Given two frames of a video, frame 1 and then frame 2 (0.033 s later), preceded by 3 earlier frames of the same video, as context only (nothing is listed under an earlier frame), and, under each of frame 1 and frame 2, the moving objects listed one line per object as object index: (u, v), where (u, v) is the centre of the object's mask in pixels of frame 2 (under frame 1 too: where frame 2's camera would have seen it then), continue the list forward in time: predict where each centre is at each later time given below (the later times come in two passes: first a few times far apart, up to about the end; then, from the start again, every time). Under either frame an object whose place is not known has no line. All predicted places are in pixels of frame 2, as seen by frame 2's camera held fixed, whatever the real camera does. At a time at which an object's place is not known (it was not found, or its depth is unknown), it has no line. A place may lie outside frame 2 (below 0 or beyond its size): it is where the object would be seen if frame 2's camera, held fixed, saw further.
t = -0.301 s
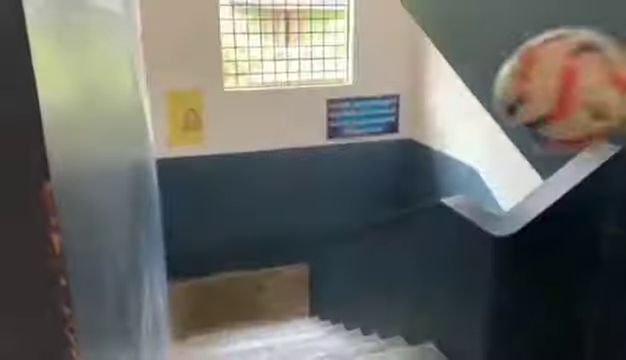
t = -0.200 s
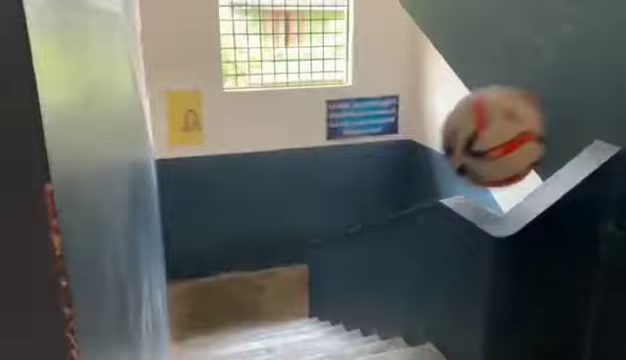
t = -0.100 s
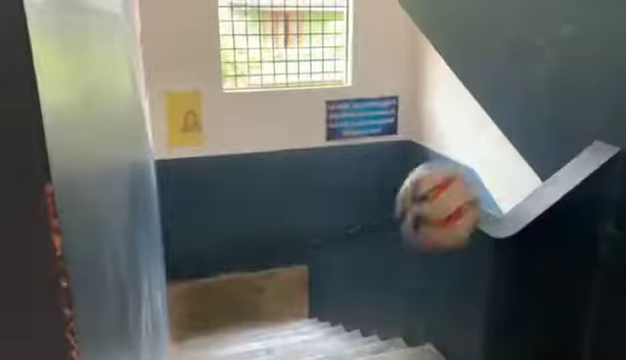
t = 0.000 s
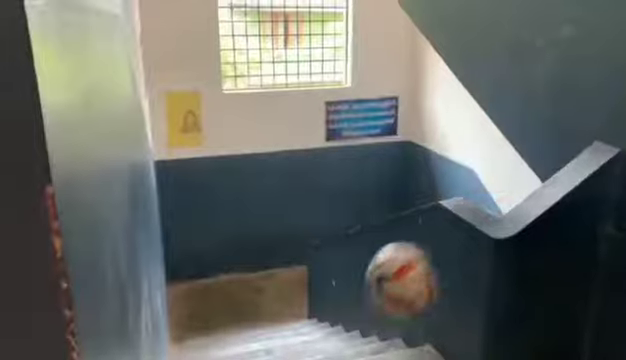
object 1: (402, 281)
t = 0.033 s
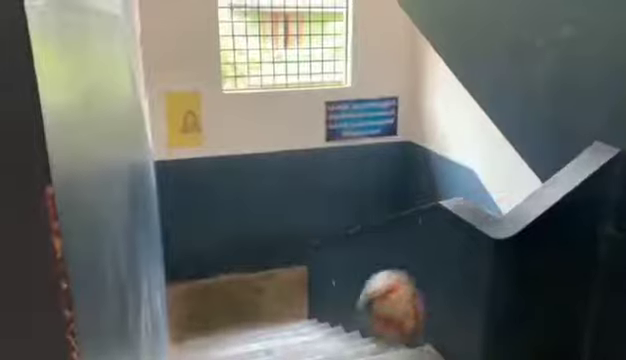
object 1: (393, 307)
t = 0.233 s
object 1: (355, 272)
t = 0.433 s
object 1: (338, 147)
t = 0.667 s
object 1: (317, 125)
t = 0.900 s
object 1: (303, 208)
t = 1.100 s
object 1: (294, 322)
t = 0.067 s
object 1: (381, 330)
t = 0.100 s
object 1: (373, 344)
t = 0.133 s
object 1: (368, 349)
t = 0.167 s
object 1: (362, 331)
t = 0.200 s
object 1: (358, 301)
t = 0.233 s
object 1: (355, 272)
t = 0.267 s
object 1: (352, 244)
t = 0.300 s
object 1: (349, 219)
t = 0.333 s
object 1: (346, 197)
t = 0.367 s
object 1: (343, 177)
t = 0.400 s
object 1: (340, 160)
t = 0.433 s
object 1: (338, 147)
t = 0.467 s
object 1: (335, 134)
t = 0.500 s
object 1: (331, 128)
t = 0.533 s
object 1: (328, 123)
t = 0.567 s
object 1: (325, 120)
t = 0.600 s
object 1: (322, 120)
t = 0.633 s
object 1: (320, 122)
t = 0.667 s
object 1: (317, 125)
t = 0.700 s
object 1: (314, 131)
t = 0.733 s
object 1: (313, 140)
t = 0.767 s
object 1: (310, 151)
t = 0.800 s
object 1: (308, 162)
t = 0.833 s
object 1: (306, 176)
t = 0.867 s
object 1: (304, 192)
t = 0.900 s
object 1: (303, 208)
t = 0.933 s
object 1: (301, 225)
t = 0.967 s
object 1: (299, 242)
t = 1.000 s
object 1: (297, 258)
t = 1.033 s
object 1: (296, 279)
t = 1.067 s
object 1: (295, 300)
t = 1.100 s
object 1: (294, 322)
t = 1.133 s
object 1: (292, 307)
